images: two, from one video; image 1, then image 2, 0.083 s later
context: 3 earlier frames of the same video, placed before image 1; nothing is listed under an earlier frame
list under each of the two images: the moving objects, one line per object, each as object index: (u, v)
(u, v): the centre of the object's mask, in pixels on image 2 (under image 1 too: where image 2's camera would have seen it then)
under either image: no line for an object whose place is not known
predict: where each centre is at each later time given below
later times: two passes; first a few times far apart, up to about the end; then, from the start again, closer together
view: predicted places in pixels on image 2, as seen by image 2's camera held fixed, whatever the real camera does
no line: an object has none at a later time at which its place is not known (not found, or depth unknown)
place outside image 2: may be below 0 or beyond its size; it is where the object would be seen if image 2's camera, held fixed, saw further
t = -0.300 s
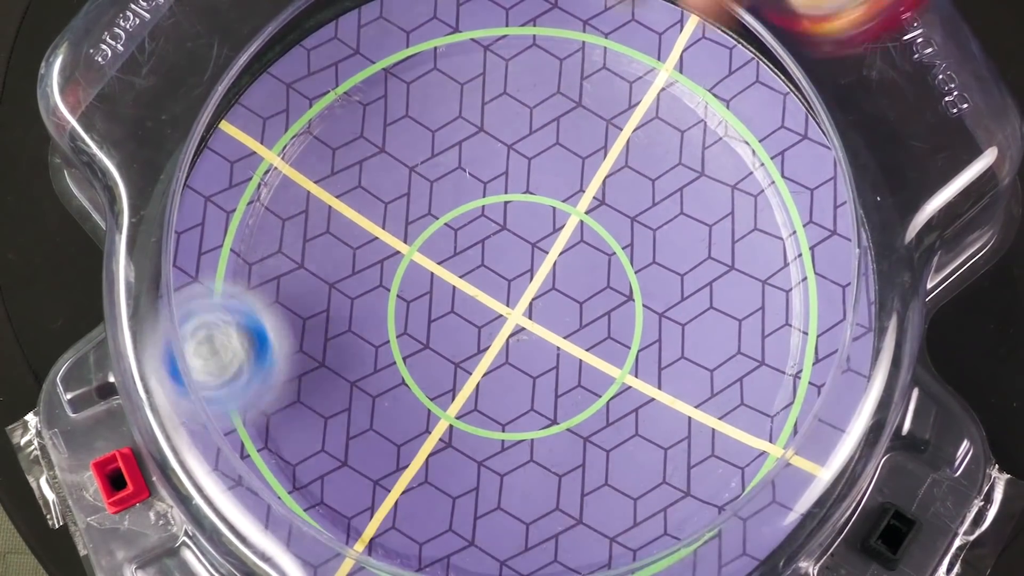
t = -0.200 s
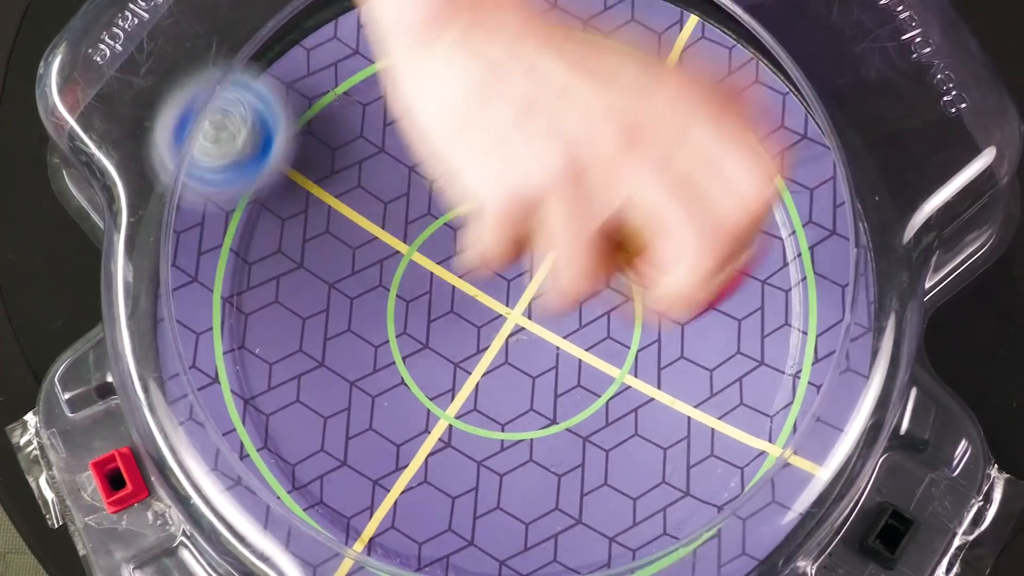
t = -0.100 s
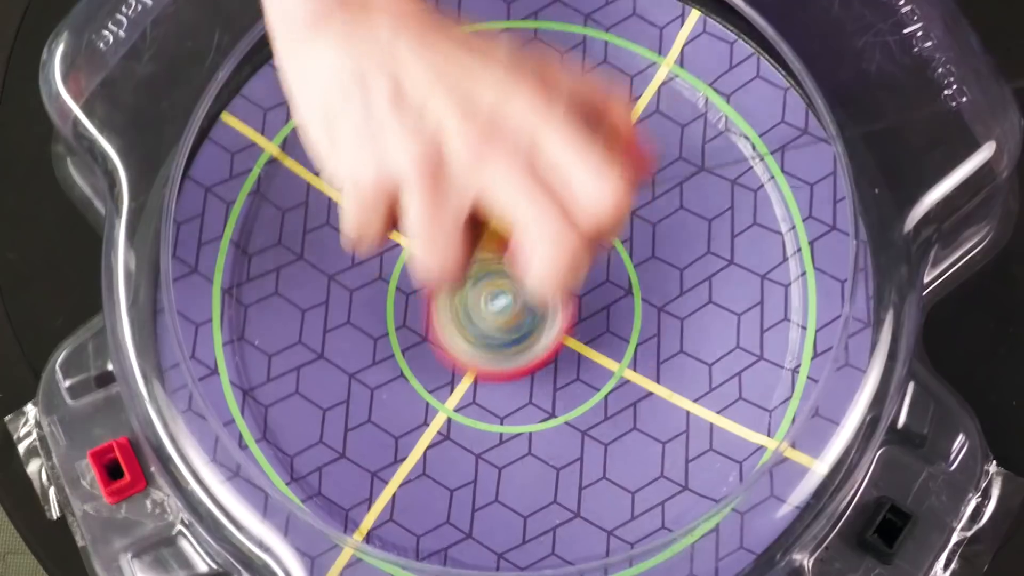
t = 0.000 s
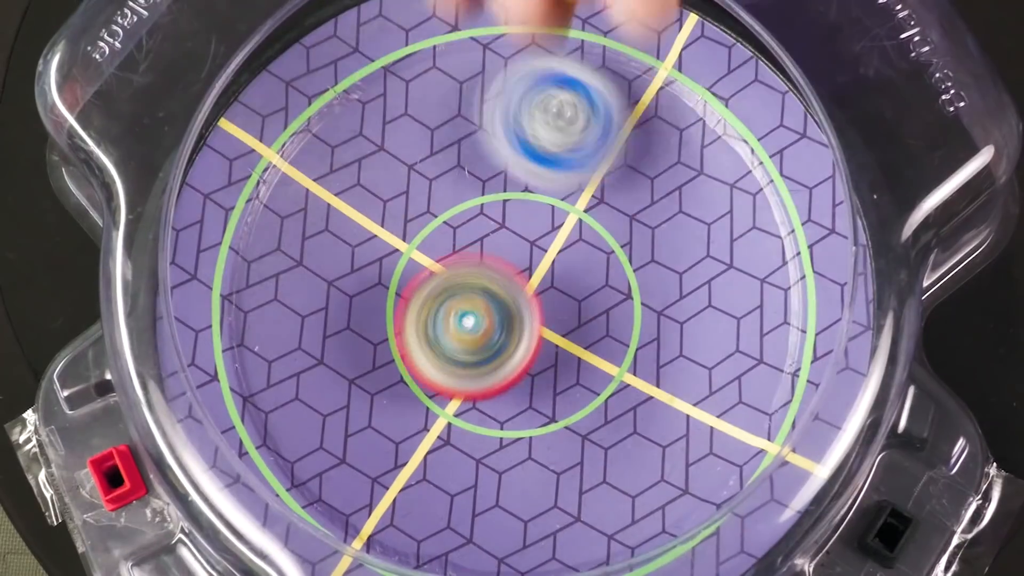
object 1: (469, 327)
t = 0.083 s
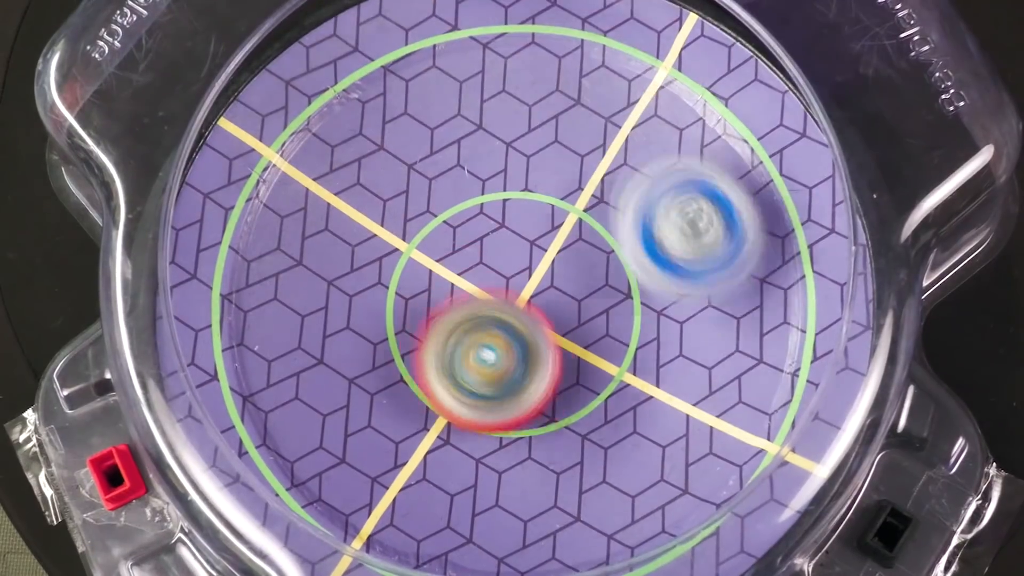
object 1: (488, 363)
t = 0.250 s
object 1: (660, 288)
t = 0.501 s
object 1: (318, 59)
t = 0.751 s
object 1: (575, 475)
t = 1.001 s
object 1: (631, 512)
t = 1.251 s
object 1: (749, 413)
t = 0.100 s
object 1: (499, 371)
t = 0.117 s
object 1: (512, 377)
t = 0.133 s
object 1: (531, 377)
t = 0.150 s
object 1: (553, 379)
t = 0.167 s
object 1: (573, 374)
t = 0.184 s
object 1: (592, 365)
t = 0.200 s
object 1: (613, 352)
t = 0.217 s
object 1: (633, 333)
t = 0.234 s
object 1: (648, 311)
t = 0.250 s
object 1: (660, 288)
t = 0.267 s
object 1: (669, 262)
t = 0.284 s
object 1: (672, 234)
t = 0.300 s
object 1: (672, 204)
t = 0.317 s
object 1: (667, 176)
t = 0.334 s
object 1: (655, 149)
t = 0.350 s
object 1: (639, 121)
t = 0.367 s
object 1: (618, 93)
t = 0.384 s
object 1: (588, 68)
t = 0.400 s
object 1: (564, 55)
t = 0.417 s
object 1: (528, 45)
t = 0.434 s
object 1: (490, 41)
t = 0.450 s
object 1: (444, 41)
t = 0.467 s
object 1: (403, 44)
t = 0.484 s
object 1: (360, 50)
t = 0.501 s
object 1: (318, 59)
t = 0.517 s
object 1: (280, 71)
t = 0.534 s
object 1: (242, 95)
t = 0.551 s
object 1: (207, 125)
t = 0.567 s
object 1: (182, 156)
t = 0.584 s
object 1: (176, 196)
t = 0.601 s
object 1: (206, 233)
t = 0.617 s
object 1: (244, 273)
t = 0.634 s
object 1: (272, 309)
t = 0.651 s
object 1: (305, 348)
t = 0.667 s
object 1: (340, 384)
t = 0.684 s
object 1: (380, 415)
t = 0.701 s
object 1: (426, 439)
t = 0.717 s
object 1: (477, 461)
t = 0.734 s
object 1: (525, 470)
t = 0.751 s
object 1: (575, 475)
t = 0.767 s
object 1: (624, 471)
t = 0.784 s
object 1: (668, 462)
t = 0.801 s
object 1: (715, 447)
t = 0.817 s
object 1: (757, 429)
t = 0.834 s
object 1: (787, 390)
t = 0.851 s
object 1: (803, 354)
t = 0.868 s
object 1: (829, 384)
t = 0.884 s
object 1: (793, 409)
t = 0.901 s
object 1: (764, 438)
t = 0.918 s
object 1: (741, 458)
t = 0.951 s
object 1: (693, 501)
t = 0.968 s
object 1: (667, 510)
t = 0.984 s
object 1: (646, 514)
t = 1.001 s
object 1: (631, 512)
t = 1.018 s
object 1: (616, 513)
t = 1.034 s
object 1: (604, 514)
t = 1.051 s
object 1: (598, 514)
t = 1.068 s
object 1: (596, 515)
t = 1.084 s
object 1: (598, 515)
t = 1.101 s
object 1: (603, 515)
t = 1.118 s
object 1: (612, 515)
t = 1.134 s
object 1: (622, 513)
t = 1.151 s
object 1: (636, 512)
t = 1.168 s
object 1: (653, 508)
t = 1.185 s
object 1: (673, 502)
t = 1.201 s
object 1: (691, 491)
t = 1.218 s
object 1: (714, 471)
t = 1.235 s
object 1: (732, 445)
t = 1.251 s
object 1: (749, 413)
